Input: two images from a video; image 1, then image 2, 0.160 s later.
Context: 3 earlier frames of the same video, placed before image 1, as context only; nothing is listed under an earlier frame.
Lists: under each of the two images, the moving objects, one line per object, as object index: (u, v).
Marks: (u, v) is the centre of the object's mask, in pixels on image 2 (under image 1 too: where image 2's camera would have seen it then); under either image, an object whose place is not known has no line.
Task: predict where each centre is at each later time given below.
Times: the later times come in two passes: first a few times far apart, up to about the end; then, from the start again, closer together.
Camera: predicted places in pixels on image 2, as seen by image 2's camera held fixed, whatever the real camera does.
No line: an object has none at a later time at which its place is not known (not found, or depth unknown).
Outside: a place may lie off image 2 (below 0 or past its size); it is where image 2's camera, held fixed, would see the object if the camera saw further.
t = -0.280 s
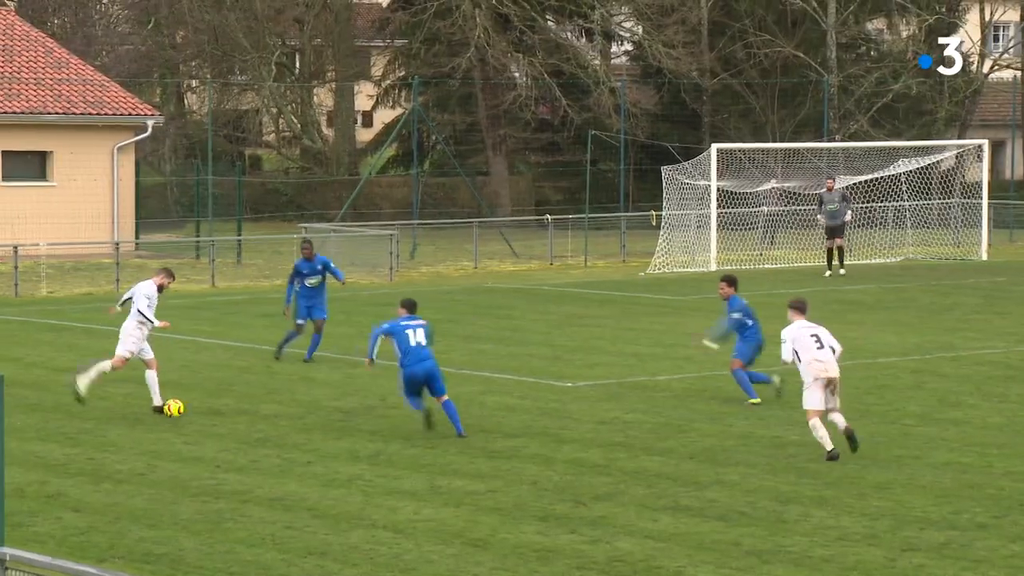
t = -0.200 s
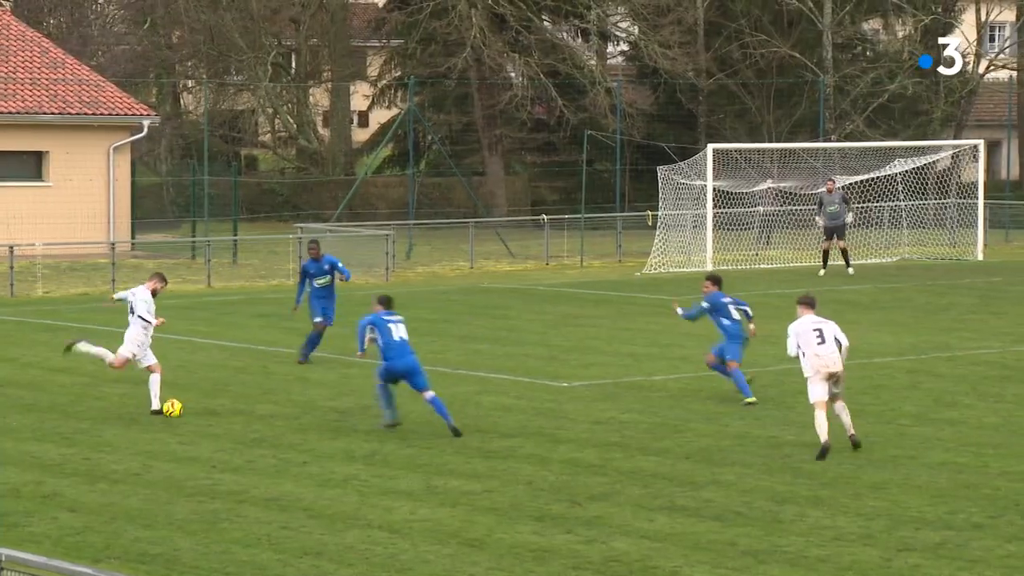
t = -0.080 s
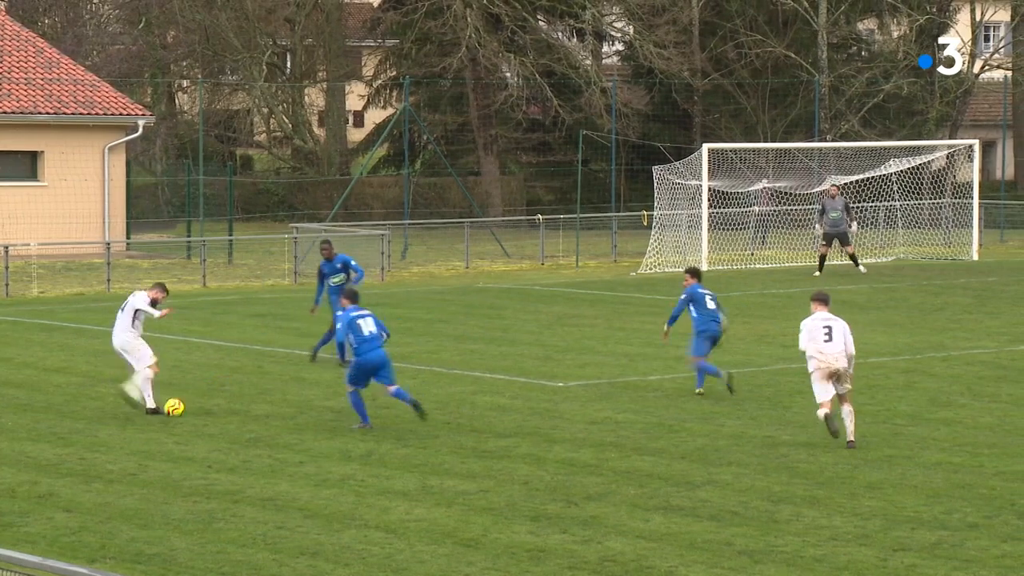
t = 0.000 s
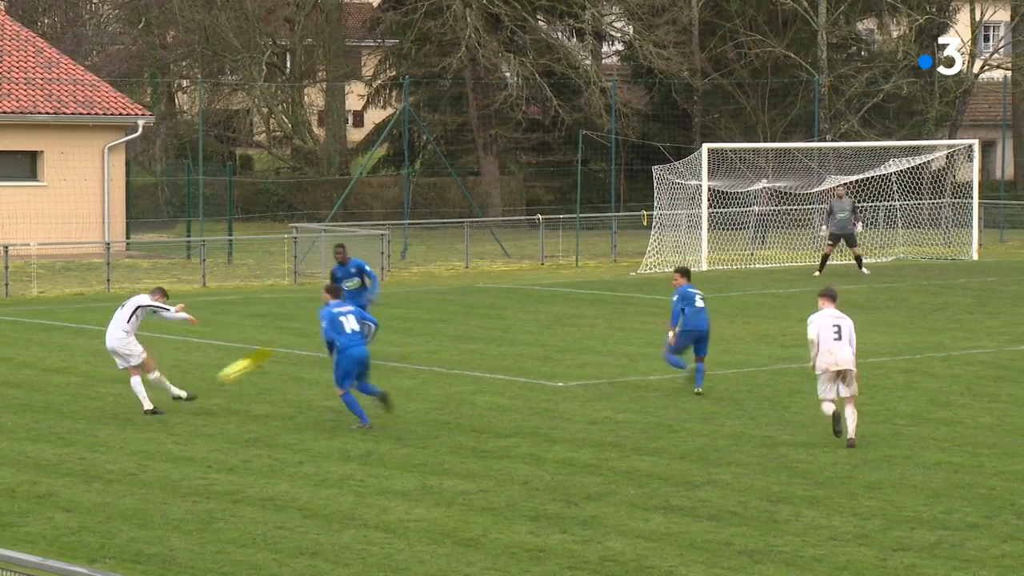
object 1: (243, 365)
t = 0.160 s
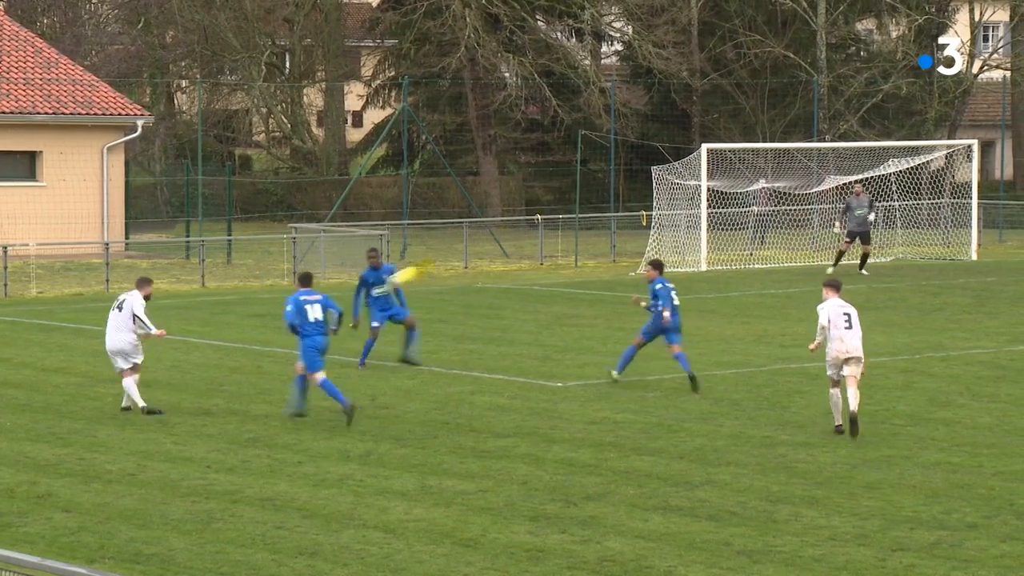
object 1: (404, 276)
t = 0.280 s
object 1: (512, 223)
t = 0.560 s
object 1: (728, 142)
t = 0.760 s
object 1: (859, 118)
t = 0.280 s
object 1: (512, 223)
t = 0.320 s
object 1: (546, 209)
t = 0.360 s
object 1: (578, 195)
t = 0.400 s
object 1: (611, 183)
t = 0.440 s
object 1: (641, 172)
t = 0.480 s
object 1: (672, 160)
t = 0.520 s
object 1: (702, 150)
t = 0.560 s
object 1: (728, 142)
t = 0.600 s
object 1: (756, 136)
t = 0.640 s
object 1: (783, 130)
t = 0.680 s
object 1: (809, 126)
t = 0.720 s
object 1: (834, 121)
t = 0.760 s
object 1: (859, 118)
